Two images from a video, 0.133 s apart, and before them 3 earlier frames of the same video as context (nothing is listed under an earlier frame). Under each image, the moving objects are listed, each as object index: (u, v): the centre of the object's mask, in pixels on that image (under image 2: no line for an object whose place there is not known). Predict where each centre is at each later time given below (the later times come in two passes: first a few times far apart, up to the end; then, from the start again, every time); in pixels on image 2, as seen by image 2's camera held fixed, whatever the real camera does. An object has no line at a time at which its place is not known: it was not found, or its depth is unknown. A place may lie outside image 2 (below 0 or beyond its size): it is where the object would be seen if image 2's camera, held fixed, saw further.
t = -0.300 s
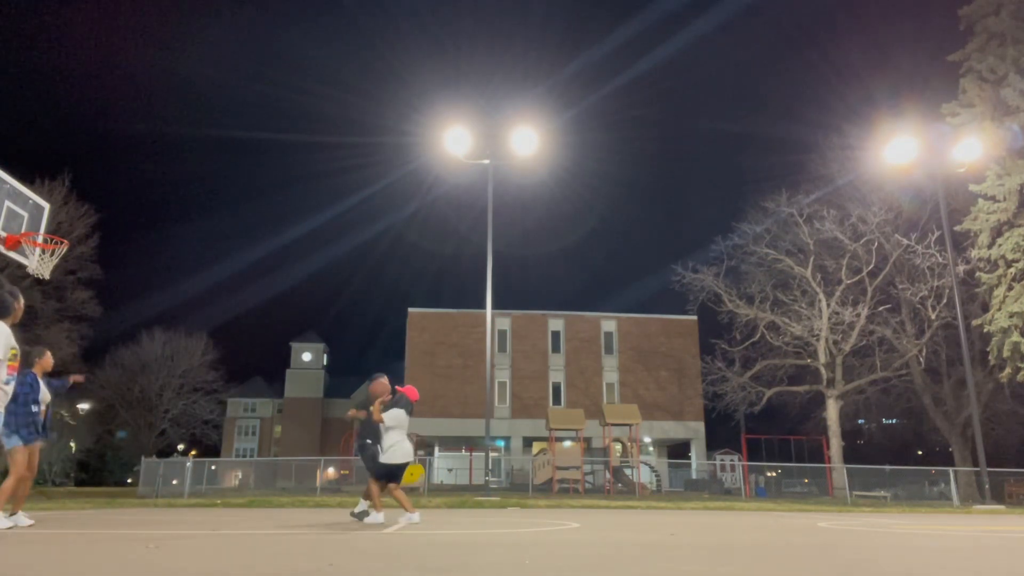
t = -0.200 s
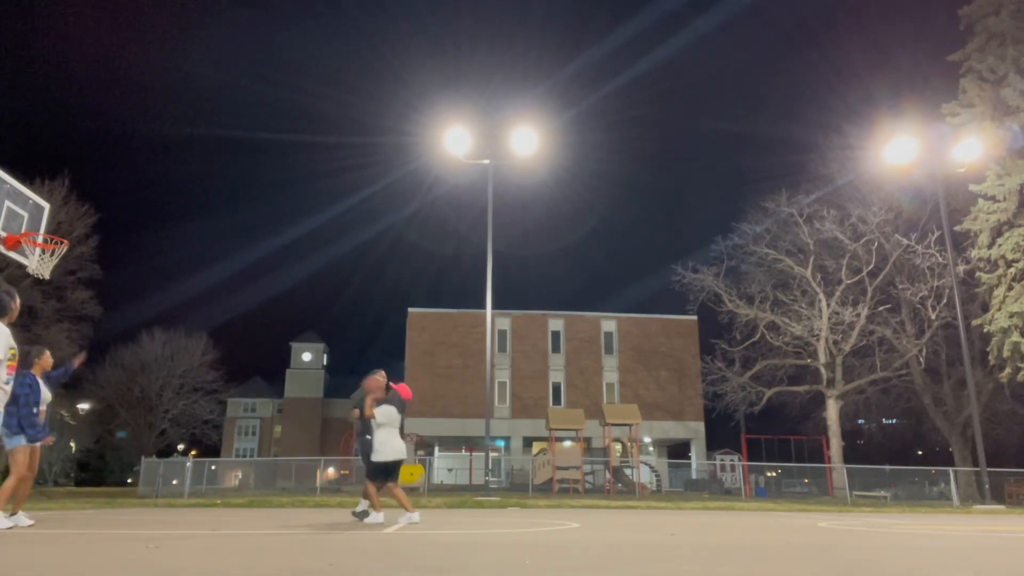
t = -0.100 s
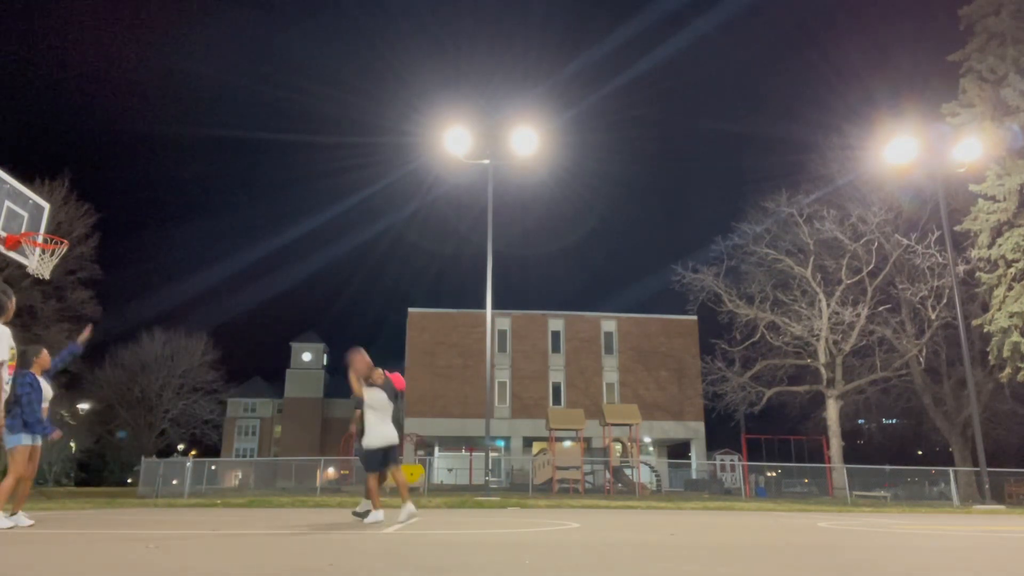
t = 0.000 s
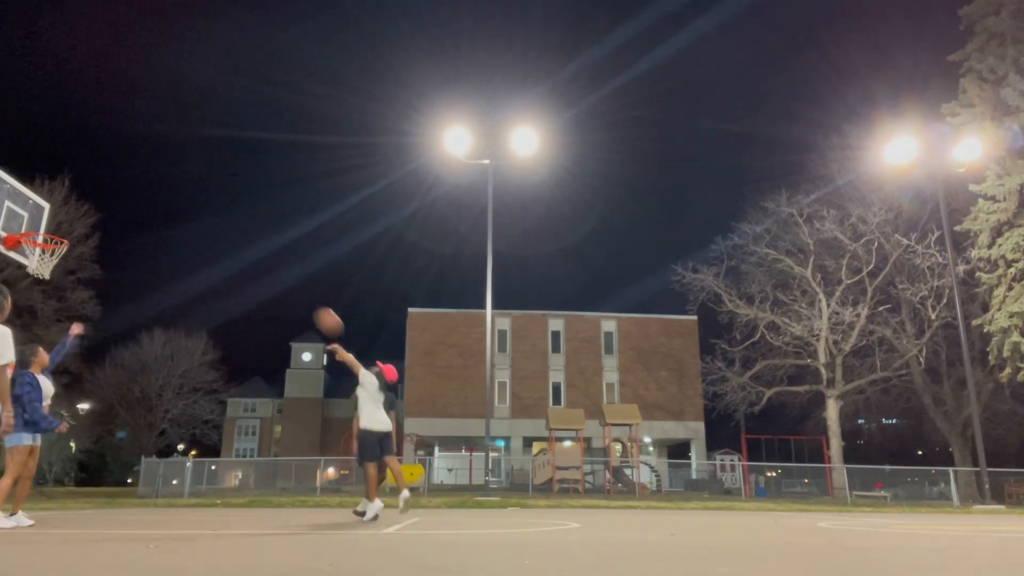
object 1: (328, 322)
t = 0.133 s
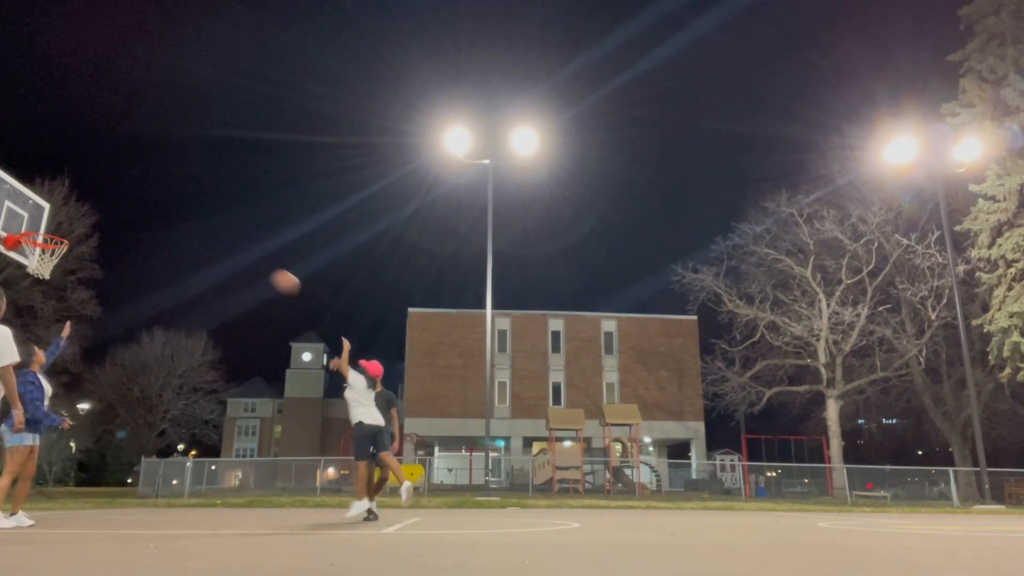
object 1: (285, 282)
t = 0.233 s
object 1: (253, 263)
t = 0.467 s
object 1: (181, 252)
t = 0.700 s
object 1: (110, 282)
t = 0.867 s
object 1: (59, 328)
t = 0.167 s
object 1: (275, 275)
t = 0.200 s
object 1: (264, 269)
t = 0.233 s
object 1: (253, 263)
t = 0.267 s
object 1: (243, 259)
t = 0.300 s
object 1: (233, 256)
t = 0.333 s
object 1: (222, 254)
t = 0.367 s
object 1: (212, 252)
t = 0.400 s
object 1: (202, 251)
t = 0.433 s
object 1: (192, 251)
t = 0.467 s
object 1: (181, 252)
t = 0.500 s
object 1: (171, 254)
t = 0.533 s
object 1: (161, 257)
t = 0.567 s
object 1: (151, 260)
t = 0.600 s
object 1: (140, 264)
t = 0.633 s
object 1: (130, 270)
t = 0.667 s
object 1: (120, 275)
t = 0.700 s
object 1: (110, 282)
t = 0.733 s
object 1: (101, 289)
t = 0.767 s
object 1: (89, 299)
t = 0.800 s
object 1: (80, 306)
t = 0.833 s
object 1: (70, 317)
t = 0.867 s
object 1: (59, 328)
